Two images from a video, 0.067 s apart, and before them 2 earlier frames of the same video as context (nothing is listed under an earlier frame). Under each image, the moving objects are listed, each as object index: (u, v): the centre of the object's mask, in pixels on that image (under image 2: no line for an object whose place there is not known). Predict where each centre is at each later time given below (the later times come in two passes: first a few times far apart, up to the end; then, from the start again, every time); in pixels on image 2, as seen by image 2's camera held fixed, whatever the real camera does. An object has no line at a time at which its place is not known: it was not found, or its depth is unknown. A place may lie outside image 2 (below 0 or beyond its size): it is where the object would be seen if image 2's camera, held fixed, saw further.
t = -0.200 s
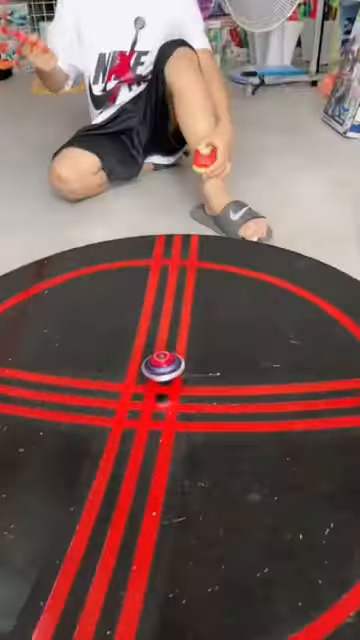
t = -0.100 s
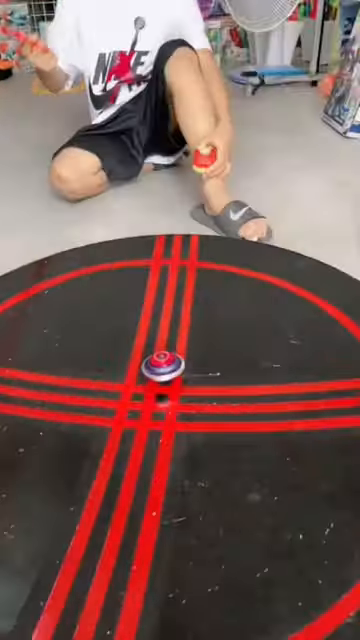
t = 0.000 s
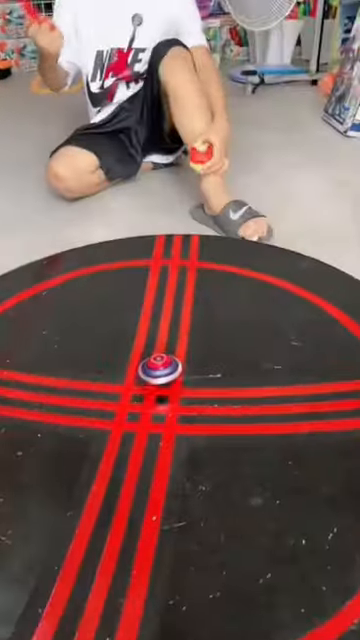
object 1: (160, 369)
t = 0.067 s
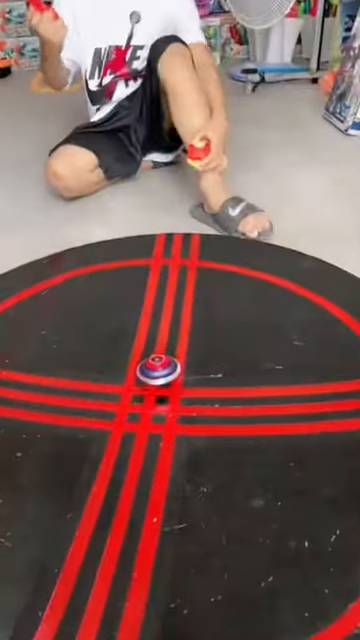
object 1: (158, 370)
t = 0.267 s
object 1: (152, 371)
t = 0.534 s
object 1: (141, 371)
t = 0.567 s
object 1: (140, 371)
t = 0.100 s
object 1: (157, 370)
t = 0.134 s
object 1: (157, 370)
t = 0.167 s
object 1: (156, 371)
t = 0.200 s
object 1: (154, 371)
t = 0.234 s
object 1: (153, 371)
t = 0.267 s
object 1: (152, 371)
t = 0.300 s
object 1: (151, 371)
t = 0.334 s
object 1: (150, 372)
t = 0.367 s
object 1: (148, 372)
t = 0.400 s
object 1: (147, 371)
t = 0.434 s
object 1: (146, 371)
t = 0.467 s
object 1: (144, 371)
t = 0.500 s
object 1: (143, 371)
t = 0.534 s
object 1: (141, 371)
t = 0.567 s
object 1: (140, 371)
